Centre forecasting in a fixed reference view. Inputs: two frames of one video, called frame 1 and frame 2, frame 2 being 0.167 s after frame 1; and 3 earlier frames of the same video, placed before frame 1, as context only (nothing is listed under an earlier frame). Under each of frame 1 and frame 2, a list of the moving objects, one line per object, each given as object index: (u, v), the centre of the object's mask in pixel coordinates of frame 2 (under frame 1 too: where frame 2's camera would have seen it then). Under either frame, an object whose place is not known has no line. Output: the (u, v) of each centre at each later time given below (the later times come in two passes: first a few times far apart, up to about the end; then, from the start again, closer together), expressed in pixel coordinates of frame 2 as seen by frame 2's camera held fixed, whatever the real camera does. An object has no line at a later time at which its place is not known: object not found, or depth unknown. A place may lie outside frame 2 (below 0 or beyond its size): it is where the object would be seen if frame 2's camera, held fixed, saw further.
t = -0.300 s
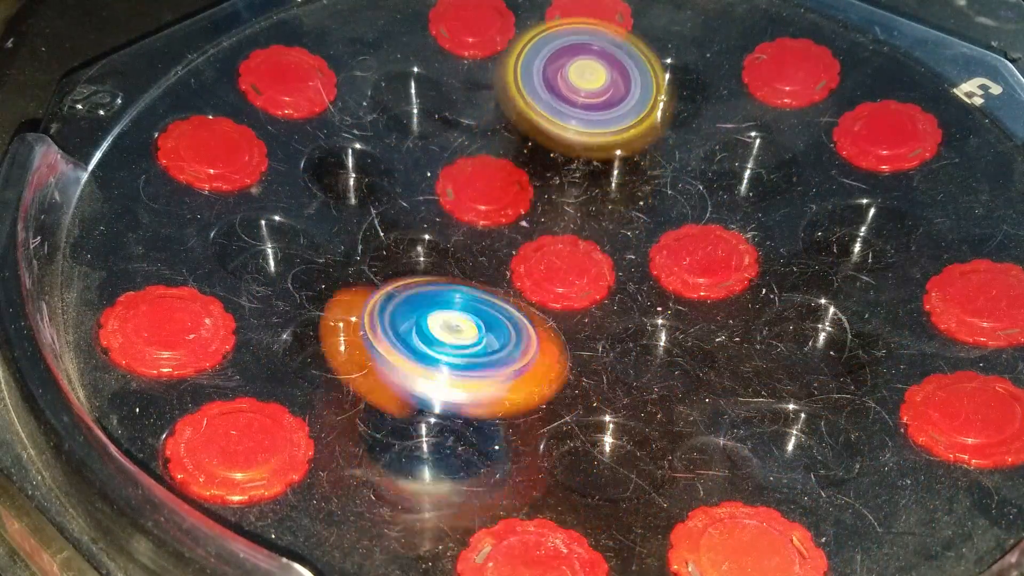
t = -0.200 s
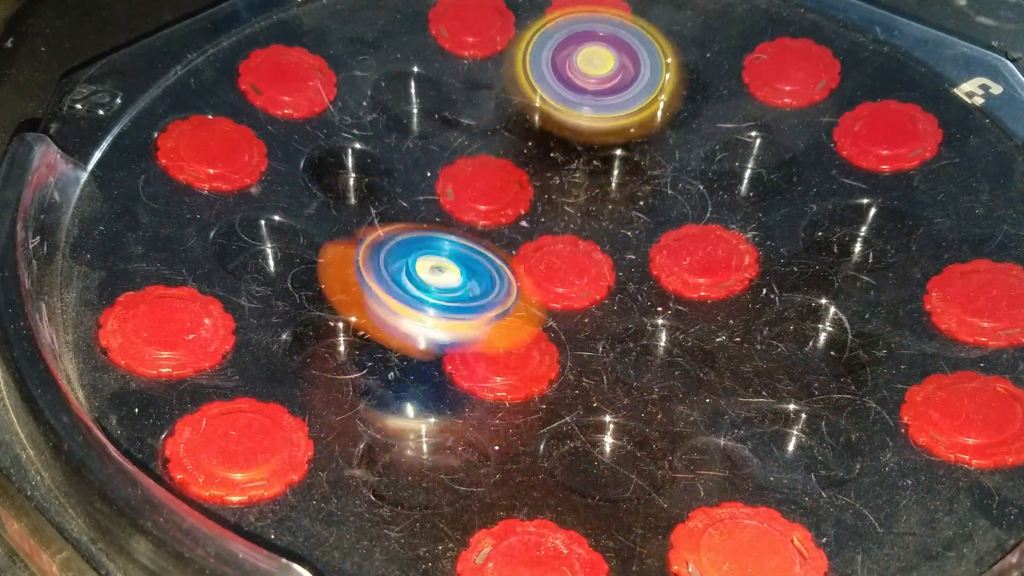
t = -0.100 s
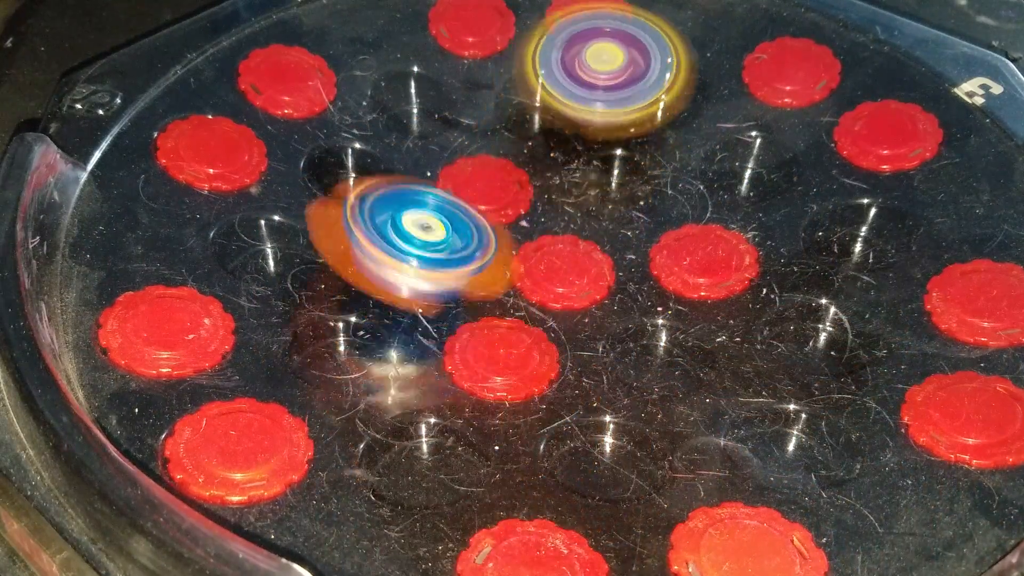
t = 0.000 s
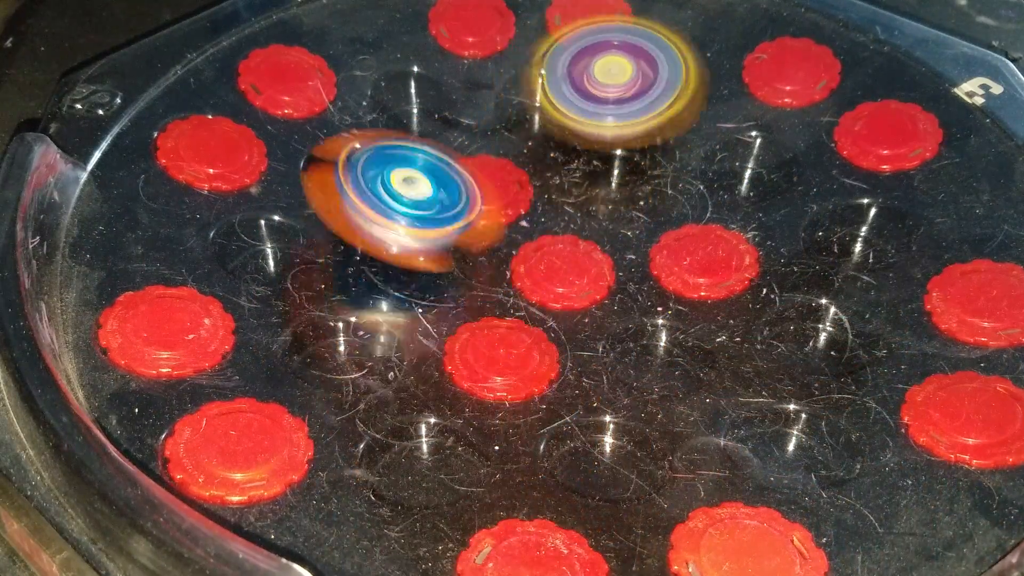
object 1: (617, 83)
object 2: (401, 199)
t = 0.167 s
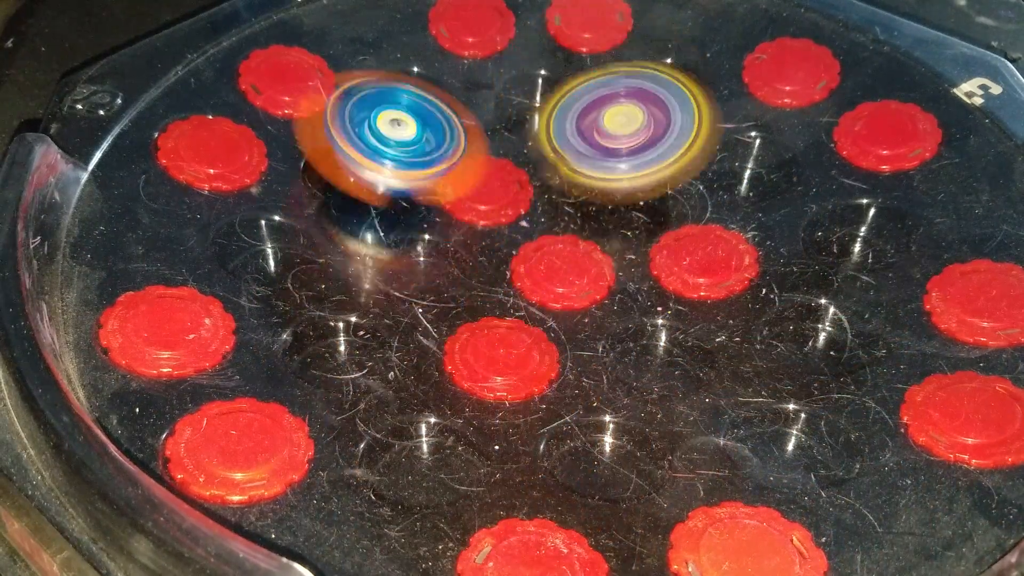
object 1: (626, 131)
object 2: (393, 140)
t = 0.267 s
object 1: (631, 168)
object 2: (400, 112)
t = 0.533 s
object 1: (617, 263)
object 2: (419, 93)
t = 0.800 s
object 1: (591, 335)
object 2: (564, 171)
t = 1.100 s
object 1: (511, 340)
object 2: (754, 209)
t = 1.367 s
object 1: (469, 265)
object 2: (792, 197)
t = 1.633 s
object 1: (458, 182)
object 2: (663, 275)
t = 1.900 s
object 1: (507, 125)
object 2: (598, 339)
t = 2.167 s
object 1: (591, 132)
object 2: (563, 337)
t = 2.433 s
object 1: (654, 182)
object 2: (453, 254)
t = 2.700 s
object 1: (668, 254)
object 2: (391, 216)
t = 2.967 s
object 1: (613, 316)
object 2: (476, 178)
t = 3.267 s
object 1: (492, 299)
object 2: (531, 114)
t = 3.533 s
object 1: (465, 235)
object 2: (577, 143)
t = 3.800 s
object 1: (452, 194)
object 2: (713, 180)
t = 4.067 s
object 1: (531, 189)
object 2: (709, 251)
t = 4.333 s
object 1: (574, 181)
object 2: (601, 337)
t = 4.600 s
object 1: (604, 214)
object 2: (473, 312)
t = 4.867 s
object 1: (619, 235)
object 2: (476, 274)
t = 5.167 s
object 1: (693, 239)
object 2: (447, 185)
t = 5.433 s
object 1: (670, 247)
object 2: (459, 199)
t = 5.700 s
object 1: (584, 235)
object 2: (456, 191)
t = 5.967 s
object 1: (583, 269)
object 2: (463, 195)
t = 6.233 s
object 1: (585, 263)
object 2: (463, 194)
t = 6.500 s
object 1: (585, 263)
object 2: (463, 194)
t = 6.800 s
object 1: (585, 263)
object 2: (462, 195)
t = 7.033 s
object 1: (585, 263)
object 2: (462, 195)
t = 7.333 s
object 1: (585, 263)
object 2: (463, 194)
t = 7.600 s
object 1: (585, 263)
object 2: (463, 194)
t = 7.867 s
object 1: (585, 263)
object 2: (463, 194)
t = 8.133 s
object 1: (585, 263)
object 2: (463, 194)
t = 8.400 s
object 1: (585, 262)
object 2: (463, 194)
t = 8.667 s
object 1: (585, 263)
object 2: (463, 194)
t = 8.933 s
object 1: (585, 263)
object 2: (463, 194)
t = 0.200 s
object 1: (627, 144)
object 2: (394, 130)
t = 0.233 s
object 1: (629, 157)
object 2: (394, 120)
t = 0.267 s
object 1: (631, 168)
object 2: (400, 112)
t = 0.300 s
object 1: (633, 178)
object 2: (407, 106)
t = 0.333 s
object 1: (634, 188)
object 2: (411, 99)
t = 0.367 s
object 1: (634, 199)
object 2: (409, 92)
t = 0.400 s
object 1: (634, 211)
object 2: (411, 88)
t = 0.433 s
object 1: (630, 223)
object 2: (410, 84)
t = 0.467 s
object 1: (626, 236)
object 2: (414, 87)
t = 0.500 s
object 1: (622, 249)
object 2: (420, 90)
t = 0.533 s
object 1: (617, 263)
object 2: (419, 93)
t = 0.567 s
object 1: (616, 274)
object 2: (430, 105)
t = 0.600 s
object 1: (614, 284)
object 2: (446, 116)
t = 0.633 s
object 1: (613, 294)
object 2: (461, 130)
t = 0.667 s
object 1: (610, 303)
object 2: (486, 143)
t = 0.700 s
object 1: (607, 313)
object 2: (507, 150)
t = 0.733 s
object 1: (602, 320)
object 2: (522, 161)
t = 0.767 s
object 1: (596, 329)
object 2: (546, 167)
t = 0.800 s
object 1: (591, 335)
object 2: (564, 171)
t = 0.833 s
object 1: (586, 341)
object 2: (593, 178)
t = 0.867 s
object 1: (578, 344)
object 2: (614, 179)
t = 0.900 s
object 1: (568, 348)
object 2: (629, 190)
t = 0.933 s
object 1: (553, 352)
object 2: (653, 194)
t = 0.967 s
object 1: (542, 353)
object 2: (667, 194)
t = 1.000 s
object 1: (536, 353)
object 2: (695, 205)
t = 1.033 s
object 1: (528, 349)
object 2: (717, 203)
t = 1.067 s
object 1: (519, 345)
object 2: (731, 209)
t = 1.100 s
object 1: (511, 340)
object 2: (754, 209)
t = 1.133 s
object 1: (504, 333)
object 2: (765, 214)
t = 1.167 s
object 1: (496, 325)
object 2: (790, 213)
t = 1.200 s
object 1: (490, 315)
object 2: (798, 209)
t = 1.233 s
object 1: (483, 305)
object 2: (814, 206)
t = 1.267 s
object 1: (477, 295)
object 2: (815, 201)
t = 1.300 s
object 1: (472, 284)
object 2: (815, 200)
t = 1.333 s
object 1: (473, 277)
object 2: (804, 195)
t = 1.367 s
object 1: (469, 265)
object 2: (792, 197)
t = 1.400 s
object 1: (468, 255)
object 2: (769, 199)
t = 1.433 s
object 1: (469, 245)
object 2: (745, 211)
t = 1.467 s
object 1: (470, 235)
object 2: (729, 213)
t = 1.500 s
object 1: (471, 225)
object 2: (699, 224)
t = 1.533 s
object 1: (470, 214)
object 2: (692, 235)
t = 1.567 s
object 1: (462, 199)
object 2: (677, 250)
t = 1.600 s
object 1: (456, 189)
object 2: (679, 260)
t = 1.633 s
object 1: (458, 182)
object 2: (663, 275)
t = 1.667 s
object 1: (462, 173)
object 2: (657, 282)
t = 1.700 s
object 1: (464, 165)
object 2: (652, 298)
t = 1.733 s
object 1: (468, 157)
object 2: (639, 301)
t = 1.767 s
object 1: (474, 150)
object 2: (632, 314)
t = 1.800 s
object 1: (480, 141)
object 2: (616, 319)
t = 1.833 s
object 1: (489, 136)
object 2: (617, 328)
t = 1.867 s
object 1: (498, 131)
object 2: (607, 330)
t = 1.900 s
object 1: (507, 125)
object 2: (598, 339)
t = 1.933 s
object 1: (516, 124)
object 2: (581, 352)
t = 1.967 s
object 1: (527, 124)
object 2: (604, 355)
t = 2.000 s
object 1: (536, 122)
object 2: (583, 362)
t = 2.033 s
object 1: (548, 125)
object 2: (589, 351)
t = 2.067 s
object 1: (561, 124)
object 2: (591, 358)
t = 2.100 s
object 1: (568, 128)
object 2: (574, 350)
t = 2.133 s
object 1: (579, 131)
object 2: (579, 343)
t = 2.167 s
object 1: (591, 132)
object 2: (563, 337)
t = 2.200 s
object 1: (600, 140)
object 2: (543, 325)
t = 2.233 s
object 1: (612, 144)
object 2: (535, 312)
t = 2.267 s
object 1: (617, 147)
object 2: (521, 307)
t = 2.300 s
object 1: (626, 156)
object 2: (506, 292)
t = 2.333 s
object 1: (635, 163)
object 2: (510, 285)
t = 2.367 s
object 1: (638, 170)
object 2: (471, 275)
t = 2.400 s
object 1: (646, 176)
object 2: (463, 263)
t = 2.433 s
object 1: (654, 182)
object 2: (453, 254)
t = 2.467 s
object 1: (657, 191)
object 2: (431, 245)
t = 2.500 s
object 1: (664, 198)
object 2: (428, 236)
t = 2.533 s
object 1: (666, 205)
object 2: (414, 229)
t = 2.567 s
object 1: (669, 217)
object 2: (402, 220)
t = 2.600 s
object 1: (674, 227)
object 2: (399, 216)
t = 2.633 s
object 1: (665, 235)
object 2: (386, 213)
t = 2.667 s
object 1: (669, 247)
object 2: (388, 212)
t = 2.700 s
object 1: (668, 254)
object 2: (391, 216)
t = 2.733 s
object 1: (662, 265)
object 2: (392, 213)
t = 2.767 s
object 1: (658, 272)
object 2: (404, 215)
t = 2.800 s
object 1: (645, 279)
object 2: (420, 217)
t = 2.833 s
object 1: (639, 289)
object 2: (436, 212)
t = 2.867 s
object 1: (632, 294)
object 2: (453, 211)
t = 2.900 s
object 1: (630, 303)
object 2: (467, 201)
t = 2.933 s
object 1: (623, 312)
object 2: (474, 190)
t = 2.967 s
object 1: (613, 316)
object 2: (476, 178)
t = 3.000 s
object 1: (600, 320)
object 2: (486, 170)
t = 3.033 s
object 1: (590, 322)
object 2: (489, 162)
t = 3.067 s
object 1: (574, 322)
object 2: (495, 154)
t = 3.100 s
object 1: (562, 322)
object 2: (496, 142)
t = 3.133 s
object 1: (544, 318)
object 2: (505, 133)
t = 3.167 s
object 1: (535, 316)
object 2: (513, 130)
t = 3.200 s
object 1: (516, 311)
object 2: (519, 124)
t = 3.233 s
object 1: (507, 306)
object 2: (519, 120)
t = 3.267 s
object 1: (492, 299)
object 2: (531, 114)
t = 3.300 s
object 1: (487, 293)
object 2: (537, 113)
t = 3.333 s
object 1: (474, 285)
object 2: (545, 116)
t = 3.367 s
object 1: (471, 276)
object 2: (545, 117)
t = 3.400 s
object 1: (462, 267)
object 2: (550, 117)
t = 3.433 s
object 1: (461, 259)
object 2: (563, 126)
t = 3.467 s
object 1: (458, 250)
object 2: (569, 134)
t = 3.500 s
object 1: (460, 242)
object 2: (572, 142)
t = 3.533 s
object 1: (465, 235)
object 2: (577, 143)
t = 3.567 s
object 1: (441, 226)
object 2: (612, 148)
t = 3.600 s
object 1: (431, 221)
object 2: (629, 151)
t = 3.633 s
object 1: (424, 217)
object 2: (658, 155)
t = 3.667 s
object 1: (421, 211)
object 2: (663, 153)
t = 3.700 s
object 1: (428, 206)
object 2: (670, 161)
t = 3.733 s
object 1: (434, 201)
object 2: (685, 168)
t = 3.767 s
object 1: (442, 197)
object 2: (702, 175)
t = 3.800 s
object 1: (452, 194)
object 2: (713, 180)
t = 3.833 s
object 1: (461, 191)
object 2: (722, 187)
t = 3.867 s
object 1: (470, 189)
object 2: (727, 196)
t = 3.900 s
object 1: (478, 186)
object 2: (729, 205)
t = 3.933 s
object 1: (490, 187)
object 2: (729, 216)
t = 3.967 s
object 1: (505, 187)
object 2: (727, 226)
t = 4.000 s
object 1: (514, 186)
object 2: (722, 235)
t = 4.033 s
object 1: (524, 190)
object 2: (715, 242)
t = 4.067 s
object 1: (531, 189)
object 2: (709, 251)
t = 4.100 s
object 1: (543, 193)
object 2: (707, 258)
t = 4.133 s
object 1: (546, 187)
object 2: (710, 280)
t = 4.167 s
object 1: (544, 177)
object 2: (701, 296)
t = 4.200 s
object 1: (548, 175)
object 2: (670, 314)
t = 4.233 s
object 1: (555, 174)
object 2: (652, 329)
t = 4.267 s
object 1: (562, 176)
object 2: (639, 335)
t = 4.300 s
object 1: (568, 177)
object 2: (625, 336)
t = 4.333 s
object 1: (574, 181)
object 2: (601, 337)
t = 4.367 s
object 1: (581, 183)
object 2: (590, 332)
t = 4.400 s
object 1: (586, 188)
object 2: (544, 337)
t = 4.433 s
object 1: (591, 192)
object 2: (537, 340)
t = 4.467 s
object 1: (592, 198)
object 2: (526, 321)
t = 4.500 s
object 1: (596, 201)
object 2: (507, 320)
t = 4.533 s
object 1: (603, 205)
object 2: (488, 316)
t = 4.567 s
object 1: (605, 209)
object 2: (479, 312)
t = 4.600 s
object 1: (604, 214)
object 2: (473, 312)
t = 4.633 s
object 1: (606, 217)
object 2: (476, 309)
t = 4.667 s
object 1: (602, 225)
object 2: (472, 302)
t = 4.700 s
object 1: (613, 227)
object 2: (466, 300)
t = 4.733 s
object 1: (622, 231)
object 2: (460, 295)
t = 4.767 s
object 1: (620, 232)
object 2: (466, 293)
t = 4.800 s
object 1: (623, 236)
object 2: (470, 288)
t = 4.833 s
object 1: (620, 240)
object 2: (472, 282)
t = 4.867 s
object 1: (619, 235)
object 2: (476, 274)
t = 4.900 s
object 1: (642, 249)
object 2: (468, 258)
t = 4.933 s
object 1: (655, 246)
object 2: (462, 244)
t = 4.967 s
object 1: (669, 247)
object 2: (458, 230)
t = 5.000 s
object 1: (683, 248)
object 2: (453, 216)
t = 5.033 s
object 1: (691, 241)
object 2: (451, 204)
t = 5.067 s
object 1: (691, 243)
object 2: (452, 195)
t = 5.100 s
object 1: (694, 246)
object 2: (447, 189)
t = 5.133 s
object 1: (695, 236)
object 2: (446, 186)
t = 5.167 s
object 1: (693, 239)
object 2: (447, 185)
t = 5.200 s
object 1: (700, 240)
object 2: (449, 186)
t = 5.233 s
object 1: (701, 241)
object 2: (451, 189)
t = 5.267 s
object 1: (692, 246)
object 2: (453, 193)
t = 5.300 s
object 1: (689, 247)
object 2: (452, 196)
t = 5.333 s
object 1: (684, 248)
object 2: (452, 198)
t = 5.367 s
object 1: (680, 249)
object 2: (453, 199)
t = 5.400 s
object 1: (678, 248)
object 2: (457, 199)
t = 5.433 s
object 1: (670, 247)
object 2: (459, 199)
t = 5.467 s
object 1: (658, 243)
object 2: (461, 198)
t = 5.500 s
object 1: (649, 241)
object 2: (463, 197)
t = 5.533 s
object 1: (628, 234)
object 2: (462, 197)
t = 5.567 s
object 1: (613, 231)
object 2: (461, 198)
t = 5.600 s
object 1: (608, 230)
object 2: (459, 199)
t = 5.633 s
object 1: (590, 231)
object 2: (457, 195)
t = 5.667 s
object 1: (580, 230)
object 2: (459, 193)
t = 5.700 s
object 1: (584, 235)
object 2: (456, 191)
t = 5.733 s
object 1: (580, 237)
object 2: (456, 194)
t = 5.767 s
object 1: (583, 244)
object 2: (455, 194)
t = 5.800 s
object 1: (580, 253)
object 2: (455, 195)
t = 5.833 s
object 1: (580, 261)
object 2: (461, 196)
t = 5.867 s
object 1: (582, 261)
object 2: (463, 194)
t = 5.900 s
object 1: (583, 262)
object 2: (463, 194)
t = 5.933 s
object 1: (584, 265)
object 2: (463, 194)
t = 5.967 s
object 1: (583, 269)
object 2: (463, 195)
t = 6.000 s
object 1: (584, 268)
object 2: (462, 196)
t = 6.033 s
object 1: (581, 270)
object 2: (461, 196)
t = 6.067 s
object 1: (583, 267)
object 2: (459, 195)
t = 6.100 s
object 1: (585, 264)
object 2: (458, 196)
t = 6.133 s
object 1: (586, 263)
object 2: (459, 196)
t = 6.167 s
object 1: (586, 262)
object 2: (461, 196)
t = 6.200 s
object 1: (585, 263)
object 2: (462, 194)
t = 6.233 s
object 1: (585, 263)
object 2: (463, 194)
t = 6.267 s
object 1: (585, 263)
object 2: (462, 195)
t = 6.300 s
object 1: (585, 263)
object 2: (461, 195)
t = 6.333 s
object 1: (585, 263)
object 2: (460, 196)
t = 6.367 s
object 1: (585, 263)
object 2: (460, 196)
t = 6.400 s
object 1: (585, 263)
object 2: (460, 196)
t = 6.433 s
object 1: (585, 263)
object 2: (461, 195)
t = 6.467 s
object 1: (585, 263)
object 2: (462, 195)
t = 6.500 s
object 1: (585, 263)
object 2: (463, 194)
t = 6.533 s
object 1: (585, 263)
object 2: (462, 194)
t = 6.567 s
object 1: (585, 263)
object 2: (462, 195)
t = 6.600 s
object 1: (585, 263)
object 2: (461, 195)
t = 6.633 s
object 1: (585, 263)
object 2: (461, 195)
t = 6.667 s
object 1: (585, 263)
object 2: (461, 195)
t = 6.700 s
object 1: (585, 263)
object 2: (462, 195)
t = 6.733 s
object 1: (585, 263)
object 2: (463, 194)
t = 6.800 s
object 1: (585, 263)
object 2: (462, 195)
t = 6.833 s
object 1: (585, 263)
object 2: (462, 195)
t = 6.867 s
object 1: (585, 263)
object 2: (462, 195)
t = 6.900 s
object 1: (585, 263)
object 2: (462, 195)
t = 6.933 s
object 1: (585, 263)
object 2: (462, 194)
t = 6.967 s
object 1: (585, 263)
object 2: (463, 194)
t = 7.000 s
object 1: (585, 263)
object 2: (463, 194)
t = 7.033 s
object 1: (585, 263)
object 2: (462, 195)
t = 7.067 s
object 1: (585, 263)
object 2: (462, 195)
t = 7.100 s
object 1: (585, 263)
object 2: (462, 195)
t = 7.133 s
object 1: (585, 263)
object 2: (462, 195)
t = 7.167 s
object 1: (585, 263)
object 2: (463, 194)
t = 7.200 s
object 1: (585, 263)
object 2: (463, 194)
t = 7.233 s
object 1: (585, 263)
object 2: (463, 194)
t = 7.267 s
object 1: (585, 263)
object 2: (462, 195)
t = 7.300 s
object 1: (585, 263)
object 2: (462, 195)
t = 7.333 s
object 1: (585, 263)
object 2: (463, 194)
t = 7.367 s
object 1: (585, 263)
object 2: (463, 194)
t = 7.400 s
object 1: (585, 263)
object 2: (463, 194)
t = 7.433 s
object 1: (585, 263)
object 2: (463, 194)
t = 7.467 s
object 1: (585, 263)
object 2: (463, 194)
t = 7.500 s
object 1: (585, 263)
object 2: (463, 194)
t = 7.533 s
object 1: (585, 263)
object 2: (463, 194)
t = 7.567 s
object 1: (585, 263)
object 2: (463, 194)
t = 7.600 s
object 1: (585, 263)
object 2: (463, 194)
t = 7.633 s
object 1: (585, 263)
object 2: (463, 194)
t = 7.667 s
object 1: (585, 263)
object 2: (463, 194)
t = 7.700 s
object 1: (585, 263)
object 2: (463, 194)
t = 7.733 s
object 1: (585, 263)
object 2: (463, 194)
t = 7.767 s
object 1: (585, 263)
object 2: (463, 194)
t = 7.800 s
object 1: (585, 263)
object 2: (463, 194)
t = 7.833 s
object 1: (585, 263)
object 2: (463, 194)
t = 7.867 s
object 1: (585, 263)
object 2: (463, 194)
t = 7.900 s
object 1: (585, 263)
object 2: (463, 194)
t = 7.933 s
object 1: (585, 263)
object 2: (463, 194)
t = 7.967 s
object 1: (585, 263)
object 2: (463, 194)
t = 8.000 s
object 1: (585, 263)
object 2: (463, 194)
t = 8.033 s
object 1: (585, 263)
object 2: (463, 194)
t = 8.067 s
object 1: (585, 263)
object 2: (463, 194)
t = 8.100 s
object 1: (585, 263)
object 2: (463, 194)
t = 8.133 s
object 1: (585, 263)
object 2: (463, 194)
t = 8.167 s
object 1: (585, 263)
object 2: (463, 194)
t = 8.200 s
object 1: (585, 263)
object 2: (463, 194)
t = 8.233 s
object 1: (585, 262)
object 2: (463, 194)
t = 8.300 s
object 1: (585, 262)
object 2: (463, 194)
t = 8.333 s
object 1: (585, 262)
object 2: (463, 194)
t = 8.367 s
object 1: (585, 262)
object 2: (463, 194)
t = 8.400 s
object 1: (585, 262)
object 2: (463, 194)
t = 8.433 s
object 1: (585, 262)
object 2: (463, 194)
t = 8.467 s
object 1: (585, 262)
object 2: (463, 194)
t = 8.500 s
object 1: (585, 263)
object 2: (463, 194)
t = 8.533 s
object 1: (585, 263)
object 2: (463, 194)
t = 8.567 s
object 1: (585, 263)
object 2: (463, 194)
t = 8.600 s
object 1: (585, 263)
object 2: (463, 194)
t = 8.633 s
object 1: (585, 263)
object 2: (463, 194)
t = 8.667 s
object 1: (585, 263)
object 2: (463, 194)
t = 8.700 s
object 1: (585, 263)
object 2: (463, 194)
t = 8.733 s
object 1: (585, 263)
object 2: (463, 194)
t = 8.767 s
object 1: (585, 263)
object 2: (463, 194)
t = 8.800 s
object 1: (585, 263)
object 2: (463, 194)
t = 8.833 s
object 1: (585, 263)
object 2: (463, 194)
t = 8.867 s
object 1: (585, 263)
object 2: (463, 194)
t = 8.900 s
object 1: (585, 263)
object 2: (463, 194)
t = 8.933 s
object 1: (585, 263)
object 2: (463, 194)
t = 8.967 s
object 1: (585, 263)
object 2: (463, 194)
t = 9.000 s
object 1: (585, 263)
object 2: (463, 194)
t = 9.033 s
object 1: (585, 263)
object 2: (463, 194)
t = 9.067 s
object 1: (585, 263)
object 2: (463, 194)
